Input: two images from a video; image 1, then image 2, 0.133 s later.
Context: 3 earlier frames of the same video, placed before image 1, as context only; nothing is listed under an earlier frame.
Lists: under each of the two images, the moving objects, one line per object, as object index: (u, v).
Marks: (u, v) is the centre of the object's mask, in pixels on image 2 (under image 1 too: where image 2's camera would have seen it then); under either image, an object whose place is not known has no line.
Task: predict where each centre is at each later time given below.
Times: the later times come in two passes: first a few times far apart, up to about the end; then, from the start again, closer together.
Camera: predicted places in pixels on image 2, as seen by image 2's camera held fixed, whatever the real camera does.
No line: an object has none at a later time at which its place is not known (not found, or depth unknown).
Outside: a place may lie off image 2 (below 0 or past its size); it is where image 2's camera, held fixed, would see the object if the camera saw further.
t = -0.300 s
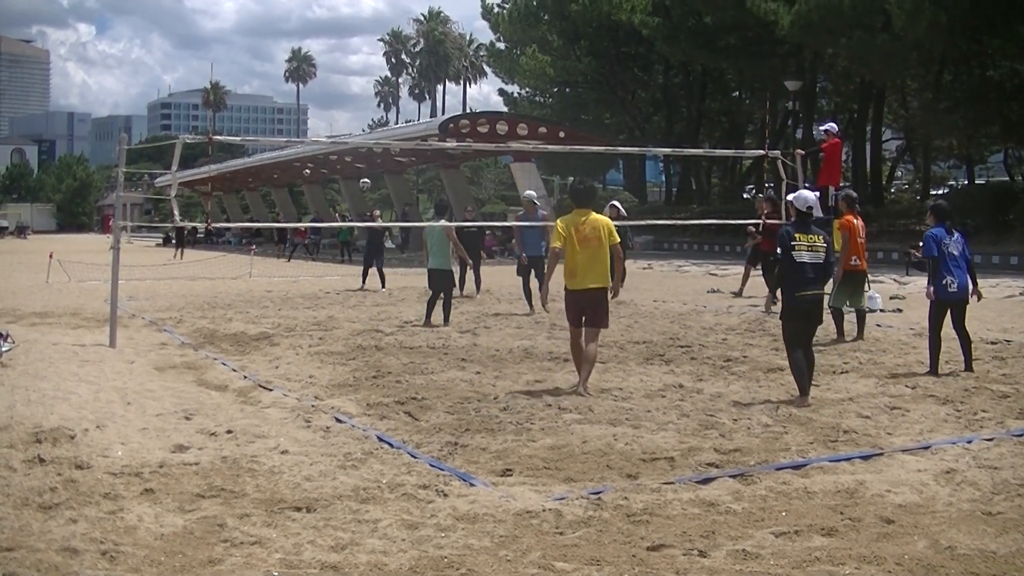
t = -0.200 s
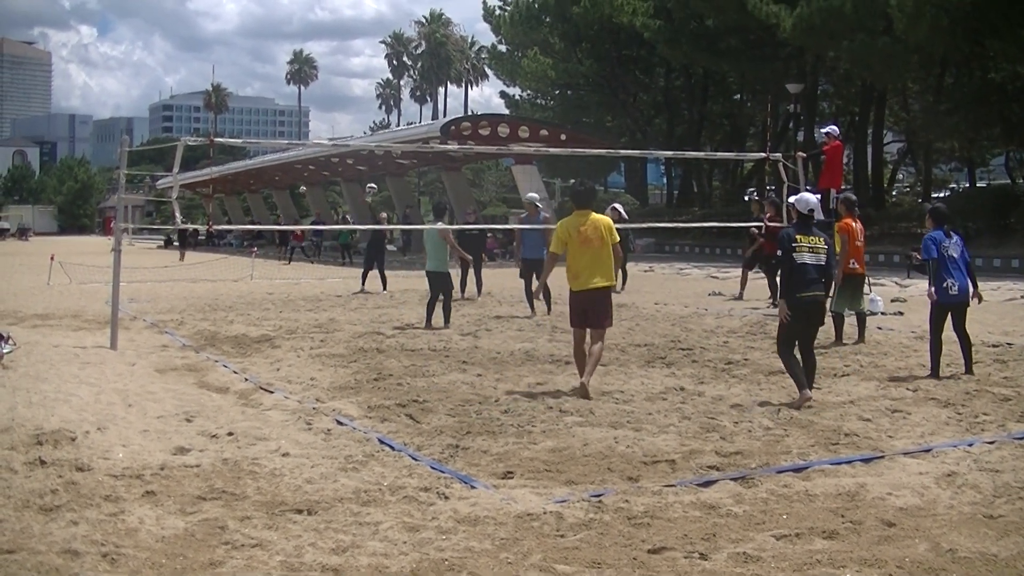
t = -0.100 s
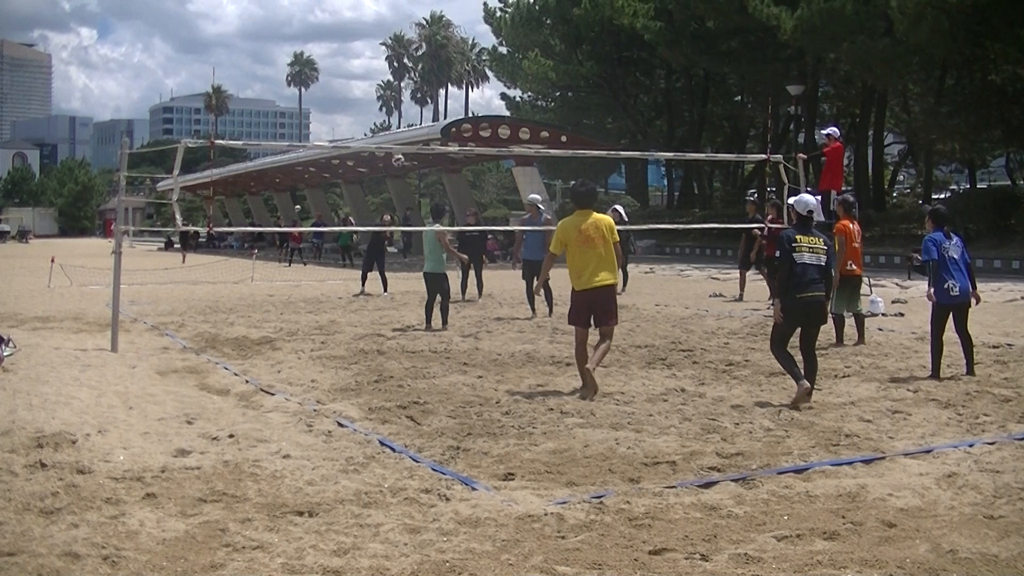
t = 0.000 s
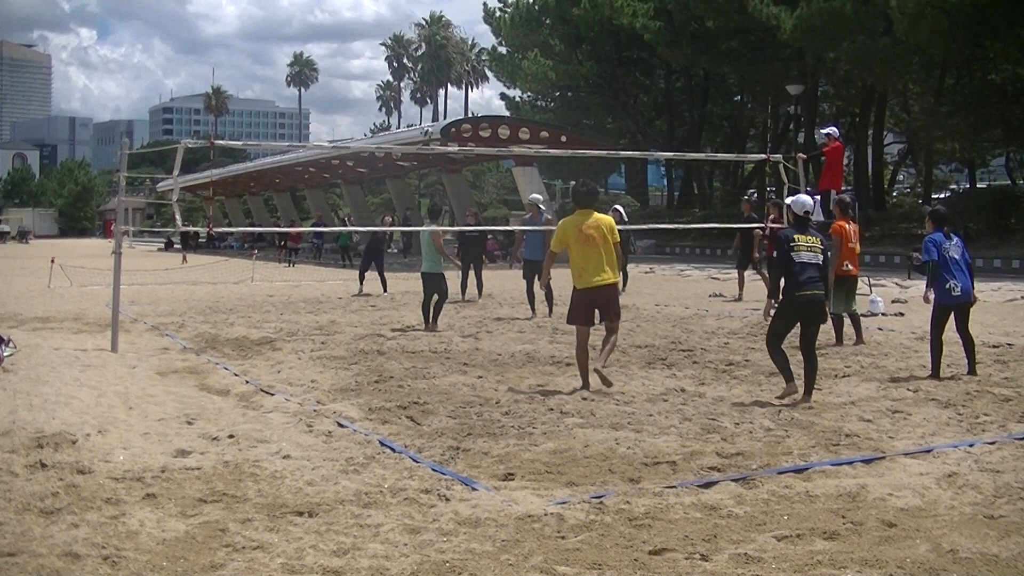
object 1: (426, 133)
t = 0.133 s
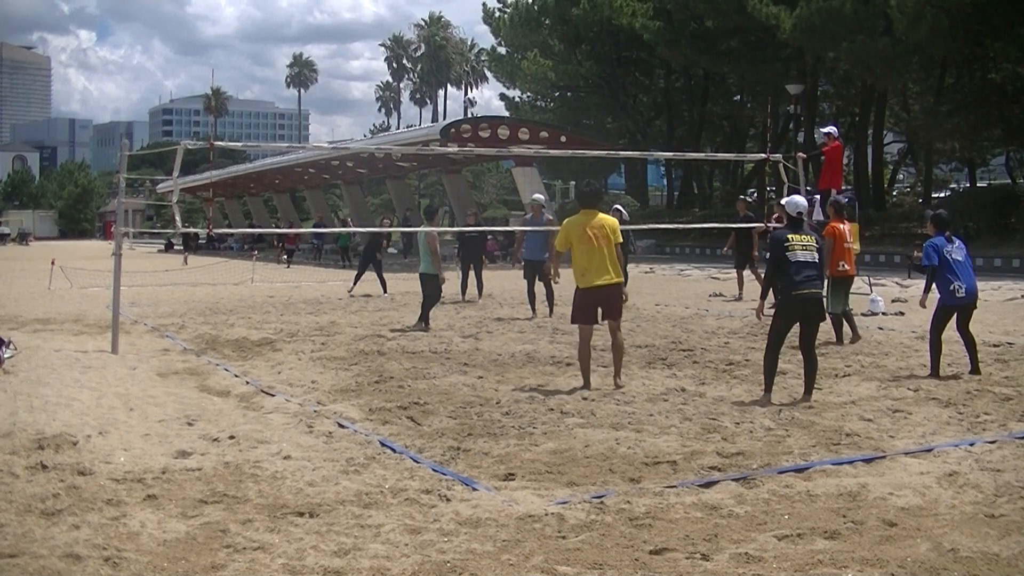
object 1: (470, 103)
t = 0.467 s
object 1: (601, 58)
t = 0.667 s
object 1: (693, 73)
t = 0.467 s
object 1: (601, 58)
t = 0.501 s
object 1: (615, 58)
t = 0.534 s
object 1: (630, 59)
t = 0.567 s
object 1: (645, 60)
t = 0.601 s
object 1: (660, 63)
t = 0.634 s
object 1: (676, 68)
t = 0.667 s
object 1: (693, 73)
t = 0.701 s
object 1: (709, 79)
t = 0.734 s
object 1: (727, 87)
